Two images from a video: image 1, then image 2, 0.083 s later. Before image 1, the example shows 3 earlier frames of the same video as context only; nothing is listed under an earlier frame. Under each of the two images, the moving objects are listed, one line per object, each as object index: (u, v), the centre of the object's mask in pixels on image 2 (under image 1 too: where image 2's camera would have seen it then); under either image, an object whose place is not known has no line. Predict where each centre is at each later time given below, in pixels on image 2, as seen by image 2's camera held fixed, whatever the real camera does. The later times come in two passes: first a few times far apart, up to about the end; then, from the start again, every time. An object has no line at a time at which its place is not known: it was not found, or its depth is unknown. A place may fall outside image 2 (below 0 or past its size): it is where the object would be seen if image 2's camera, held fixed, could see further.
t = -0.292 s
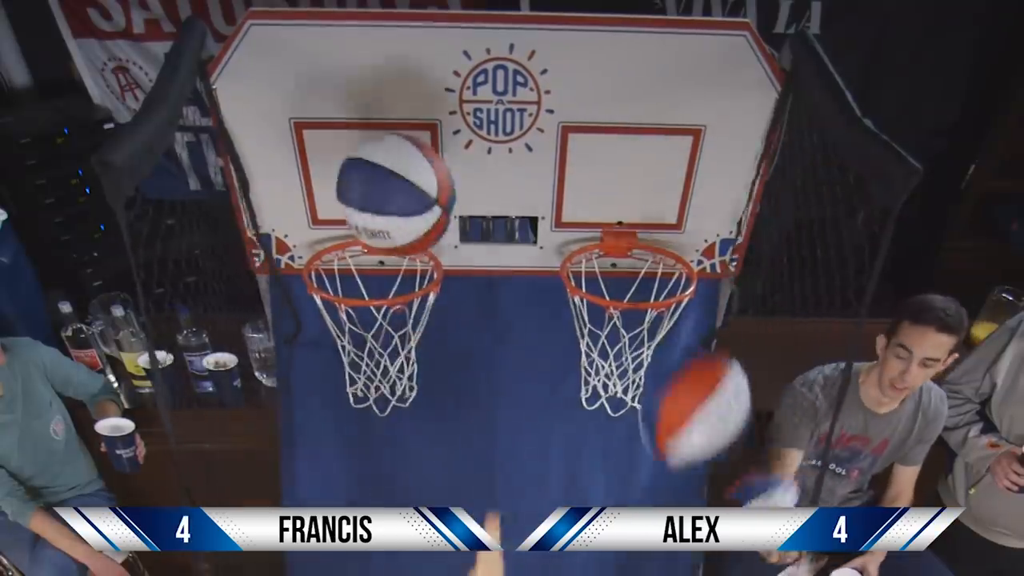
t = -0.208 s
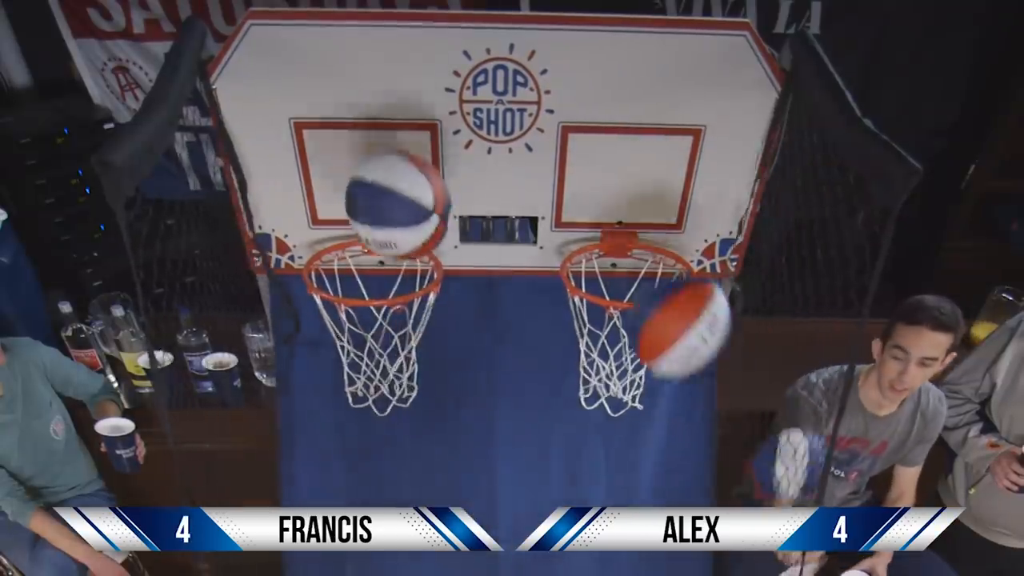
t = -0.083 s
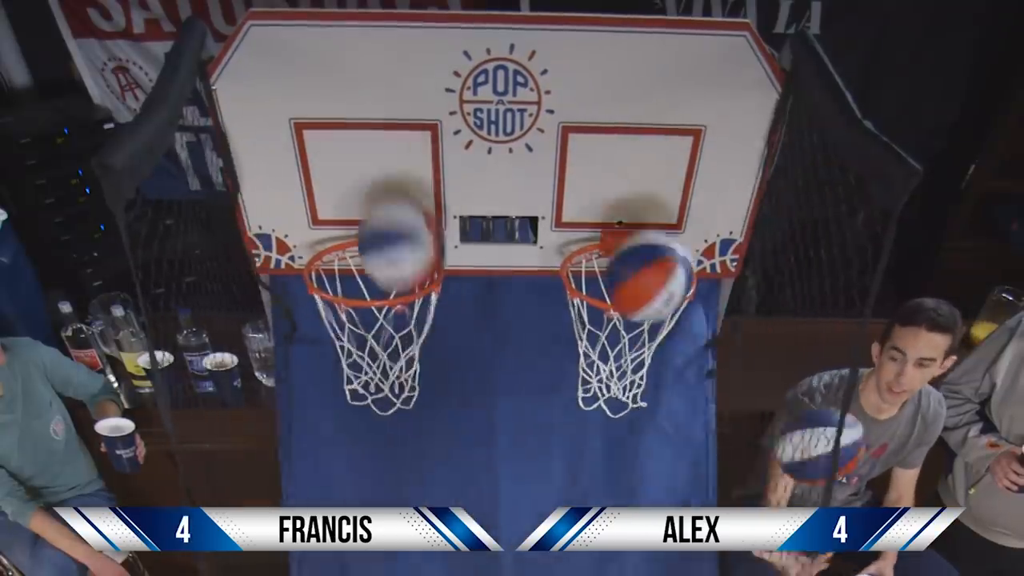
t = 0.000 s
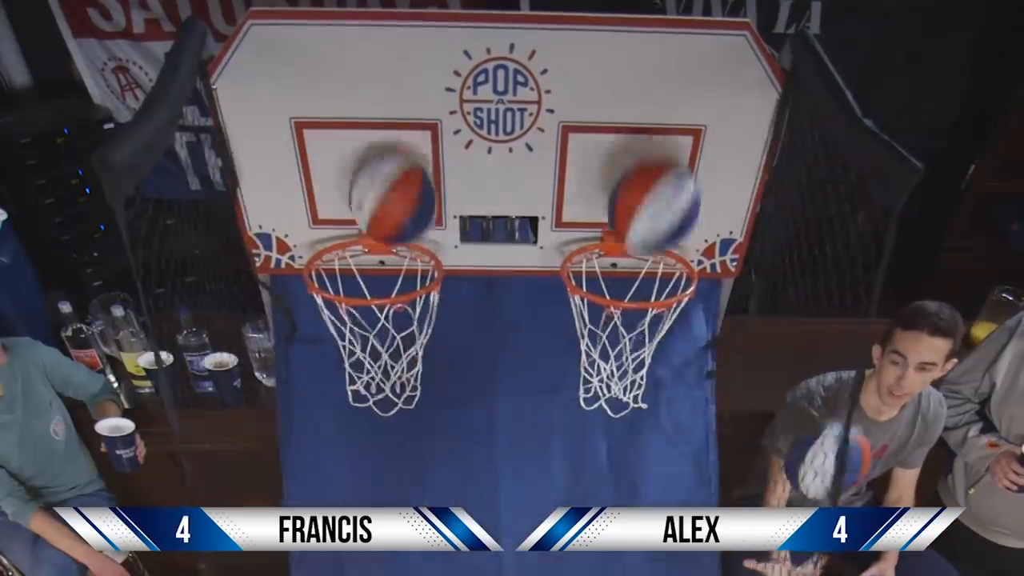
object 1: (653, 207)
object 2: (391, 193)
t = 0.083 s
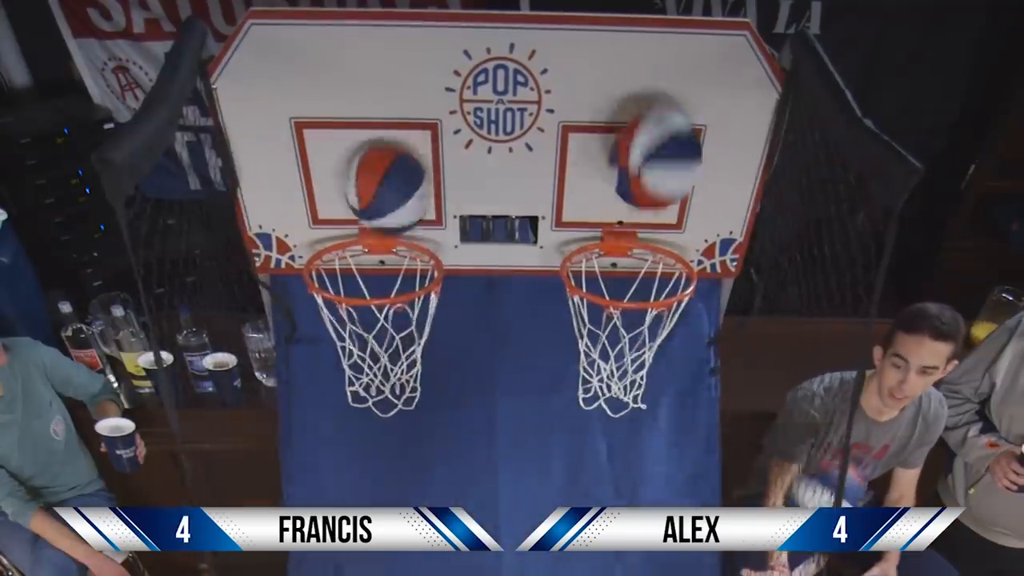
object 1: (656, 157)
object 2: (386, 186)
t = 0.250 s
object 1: (639, 171)
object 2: (380, 264)
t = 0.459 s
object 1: (634, 266)
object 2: (364, 339)
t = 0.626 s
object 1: (600, 383)
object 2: (374, 383)
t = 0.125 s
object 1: (655, 150)
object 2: (385, 193)
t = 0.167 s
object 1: (653, 149)
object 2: (382, 209)
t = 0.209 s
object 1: (647, 156)
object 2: (380, 233)
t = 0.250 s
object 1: (639, 171)
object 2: (380, 264)
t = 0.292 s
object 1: (633, 193)
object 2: (375, 277)
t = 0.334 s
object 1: (631, 214)
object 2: (373, 312)
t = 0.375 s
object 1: (634, 229)
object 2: (373, 333)
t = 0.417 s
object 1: (635, 248)
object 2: (367, 336)
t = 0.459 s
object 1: (634, 266)
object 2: (364, 339)
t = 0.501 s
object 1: (630, 305)
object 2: (365, 344)
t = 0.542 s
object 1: (618, 338)
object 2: (365, 350)
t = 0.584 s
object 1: (607, 363)
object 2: (366, 367)
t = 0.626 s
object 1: (600, 383)
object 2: (374, 383)
